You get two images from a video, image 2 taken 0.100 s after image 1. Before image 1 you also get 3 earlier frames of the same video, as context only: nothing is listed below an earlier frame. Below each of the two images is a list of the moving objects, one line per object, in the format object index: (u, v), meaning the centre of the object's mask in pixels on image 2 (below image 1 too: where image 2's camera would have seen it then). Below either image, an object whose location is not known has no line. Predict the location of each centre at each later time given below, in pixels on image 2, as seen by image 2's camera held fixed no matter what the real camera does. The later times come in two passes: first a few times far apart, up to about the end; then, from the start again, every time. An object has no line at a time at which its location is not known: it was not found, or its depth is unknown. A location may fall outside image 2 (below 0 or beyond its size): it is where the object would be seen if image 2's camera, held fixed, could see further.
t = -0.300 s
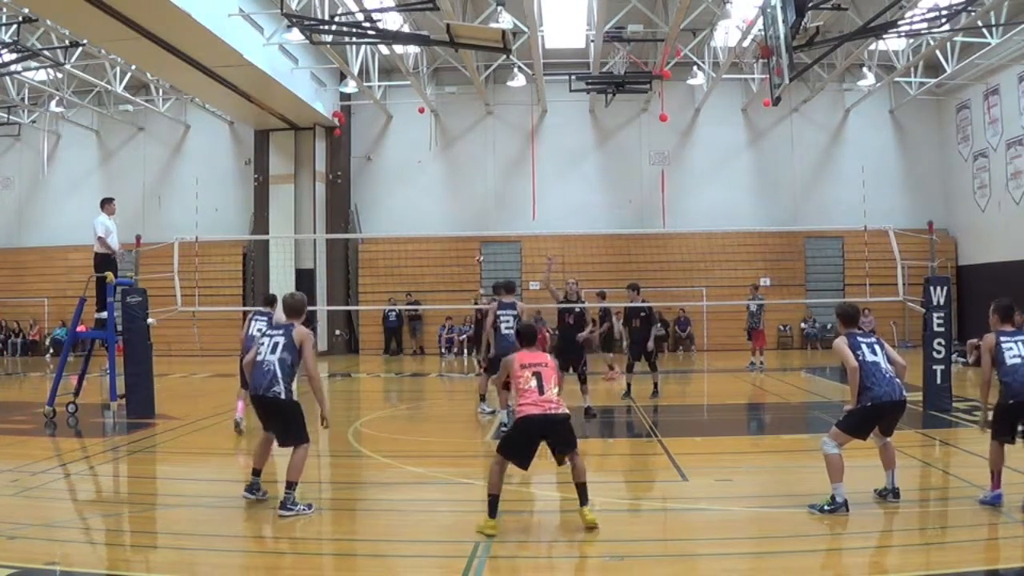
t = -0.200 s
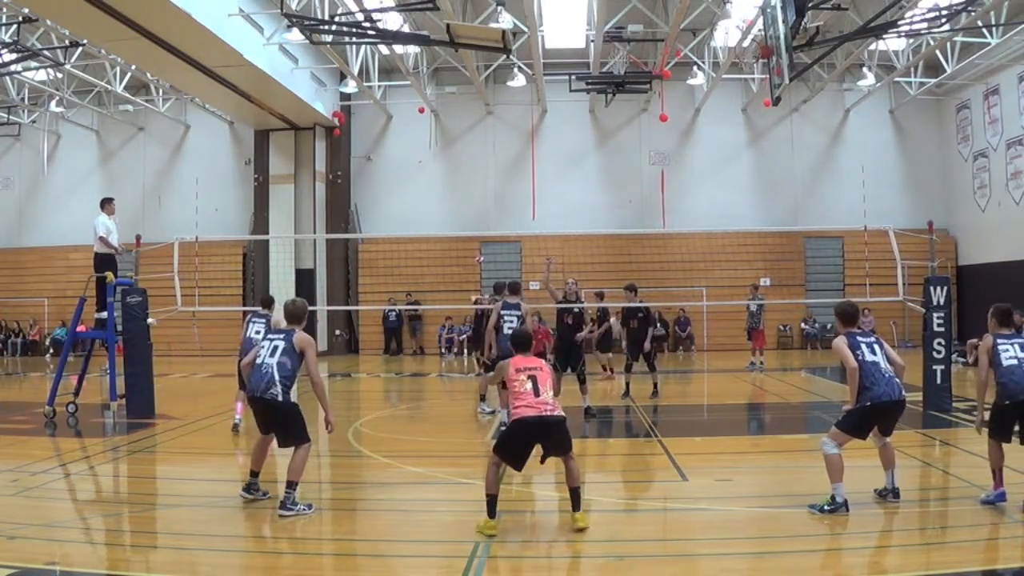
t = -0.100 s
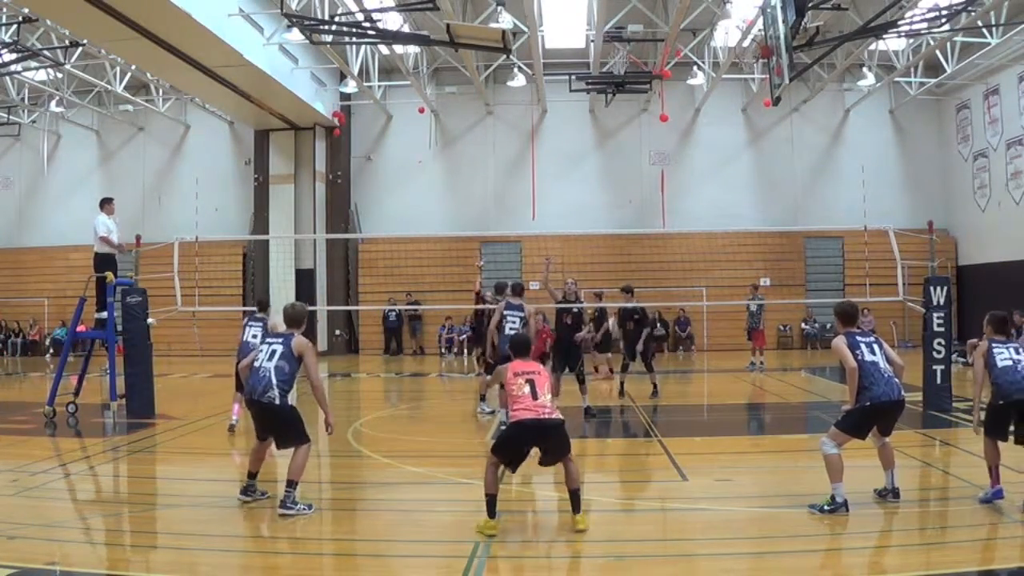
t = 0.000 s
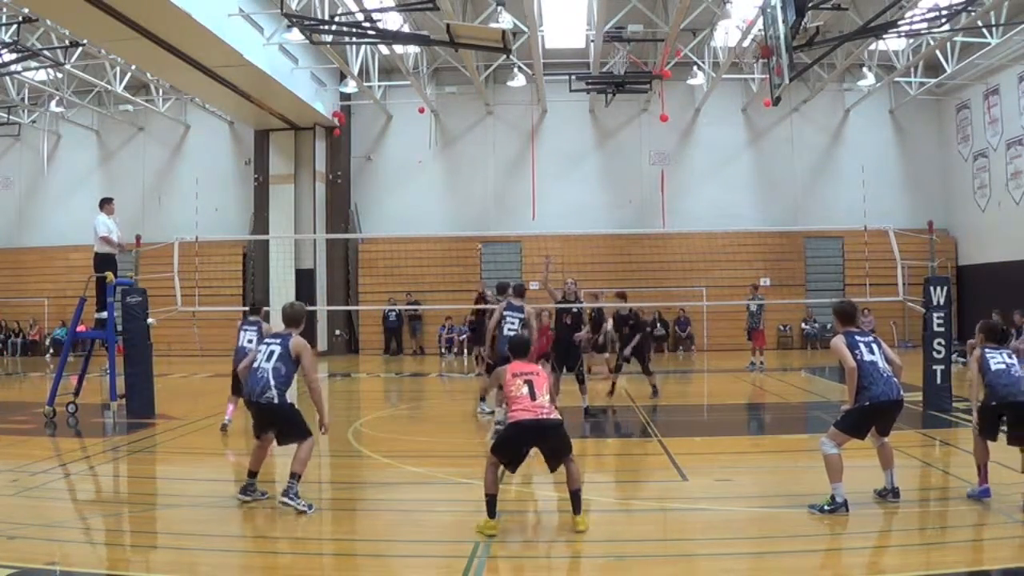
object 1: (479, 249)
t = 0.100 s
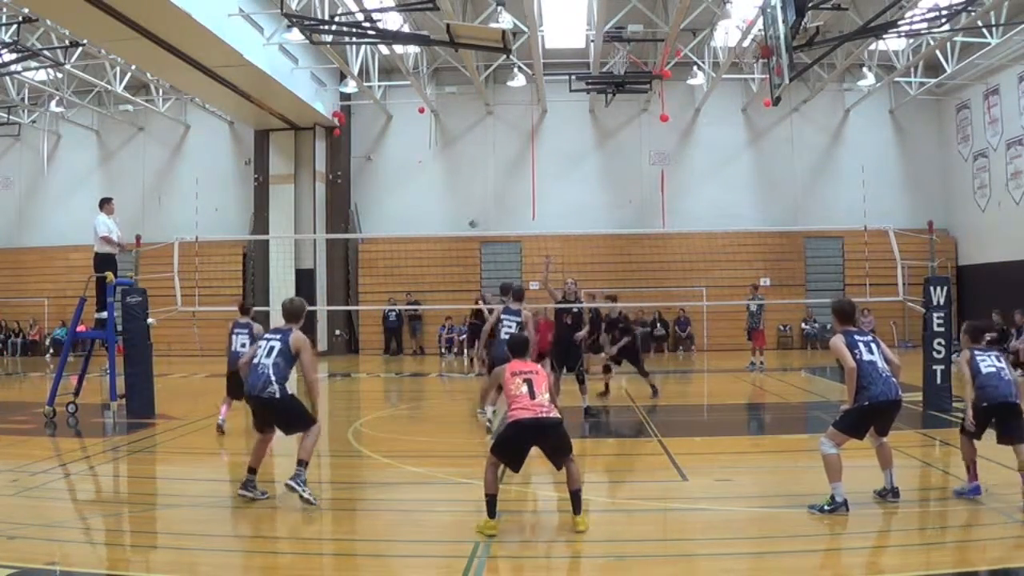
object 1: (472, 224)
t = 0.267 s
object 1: (460, 185)
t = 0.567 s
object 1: (430, 151)
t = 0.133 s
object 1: (471, 214)
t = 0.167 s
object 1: (469, 206)
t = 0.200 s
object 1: (466, 199)
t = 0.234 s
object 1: (464, 193)
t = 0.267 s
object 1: (460, 185)
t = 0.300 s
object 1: (457, 178)
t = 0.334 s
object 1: (454, 172)
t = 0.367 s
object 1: (451, 168)
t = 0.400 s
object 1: (448, 163)
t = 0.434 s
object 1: (445, 160)
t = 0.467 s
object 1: (441, 158)
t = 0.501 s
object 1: (438, 153)
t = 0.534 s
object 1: (434, 152)
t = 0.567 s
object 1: (430, 151)
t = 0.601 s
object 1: (425, 150)
